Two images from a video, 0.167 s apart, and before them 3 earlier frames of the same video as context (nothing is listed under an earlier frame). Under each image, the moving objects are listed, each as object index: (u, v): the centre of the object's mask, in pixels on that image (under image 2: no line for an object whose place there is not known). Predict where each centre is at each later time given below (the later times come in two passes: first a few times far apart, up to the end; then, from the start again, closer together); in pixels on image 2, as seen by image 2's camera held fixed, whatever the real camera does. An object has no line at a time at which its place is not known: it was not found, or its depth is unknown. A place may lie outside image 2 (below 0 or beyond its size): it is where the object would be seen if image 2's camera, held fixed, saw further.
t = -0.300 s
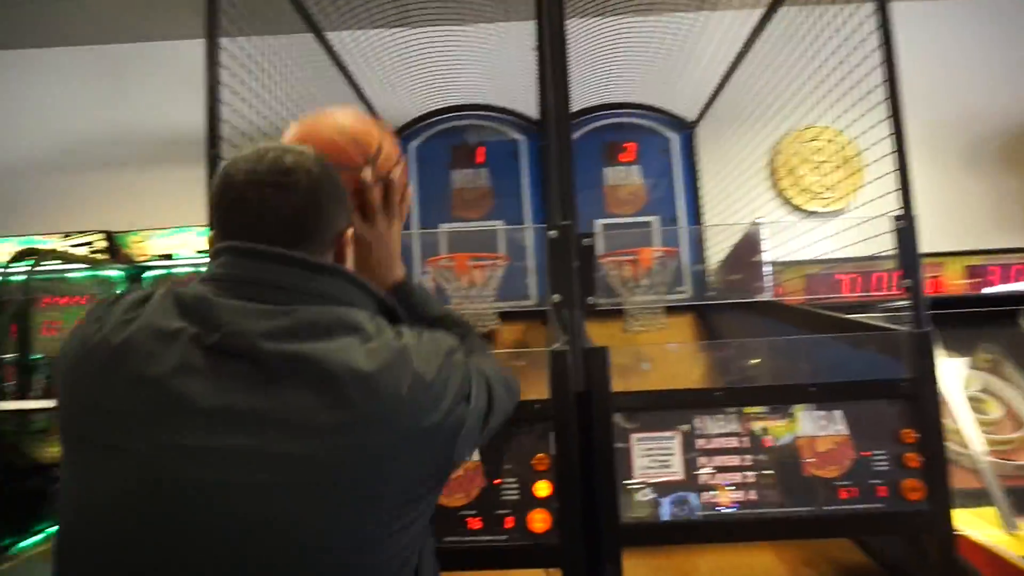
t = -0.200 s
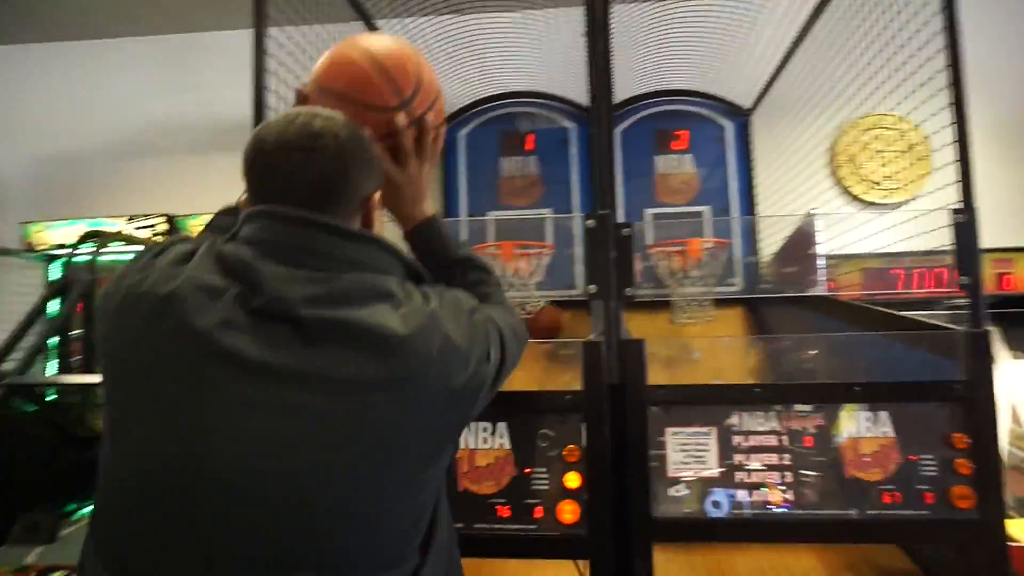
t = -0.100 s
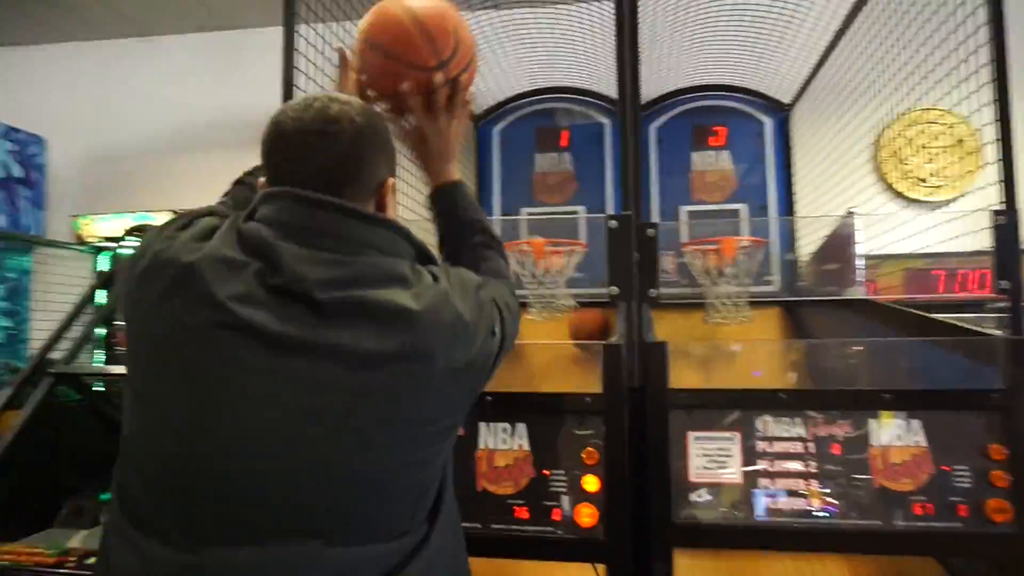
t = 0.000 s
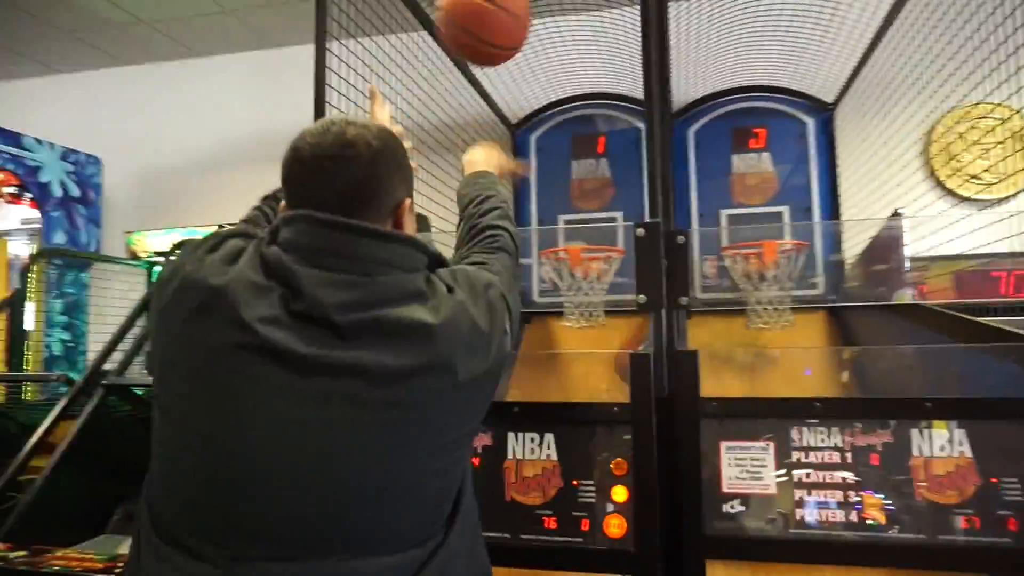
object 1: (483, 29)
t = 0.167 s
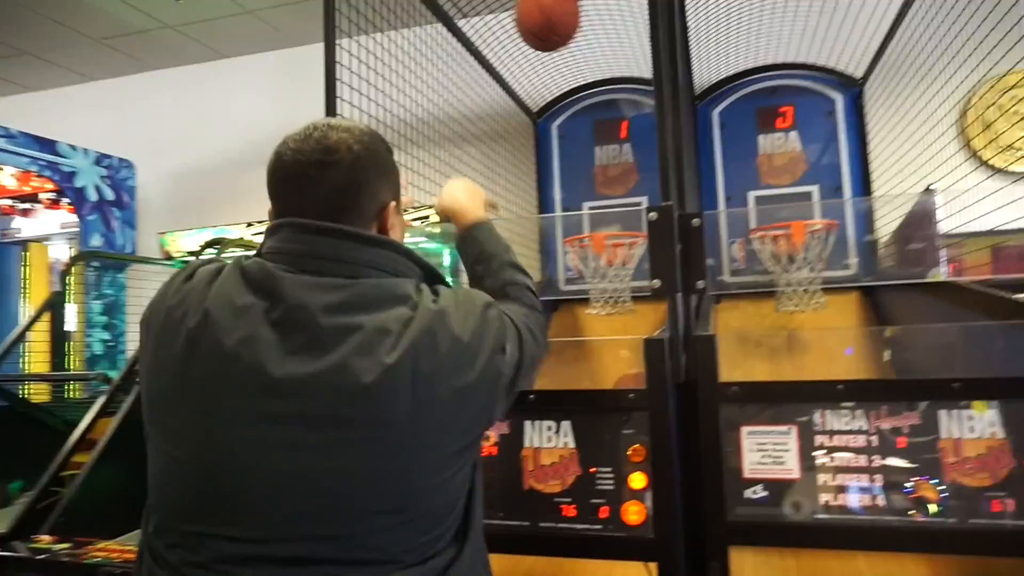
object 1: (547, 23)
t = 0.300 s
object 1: (578, 69)
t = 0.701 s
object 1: (608, 170)
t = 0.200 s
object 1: (556, 30)
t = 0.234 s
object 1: (565, 40)
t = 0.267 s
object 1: (572, 54)
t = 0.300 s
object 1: (578, 69)
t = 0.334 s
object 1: (584, 86)
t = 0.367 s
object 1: (589, 104)
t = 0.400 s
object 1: (594, 121)
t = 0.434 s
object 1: (598, 141)
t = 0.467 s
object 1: (604, 161)
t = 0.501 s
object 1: (608, 183)
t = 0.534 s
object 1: (612, 193)
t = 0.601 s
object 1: (616, 210)
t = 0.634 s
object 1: (613, 187)
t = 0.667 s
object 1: (614, 179)
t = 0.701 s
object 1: (608, 170)
